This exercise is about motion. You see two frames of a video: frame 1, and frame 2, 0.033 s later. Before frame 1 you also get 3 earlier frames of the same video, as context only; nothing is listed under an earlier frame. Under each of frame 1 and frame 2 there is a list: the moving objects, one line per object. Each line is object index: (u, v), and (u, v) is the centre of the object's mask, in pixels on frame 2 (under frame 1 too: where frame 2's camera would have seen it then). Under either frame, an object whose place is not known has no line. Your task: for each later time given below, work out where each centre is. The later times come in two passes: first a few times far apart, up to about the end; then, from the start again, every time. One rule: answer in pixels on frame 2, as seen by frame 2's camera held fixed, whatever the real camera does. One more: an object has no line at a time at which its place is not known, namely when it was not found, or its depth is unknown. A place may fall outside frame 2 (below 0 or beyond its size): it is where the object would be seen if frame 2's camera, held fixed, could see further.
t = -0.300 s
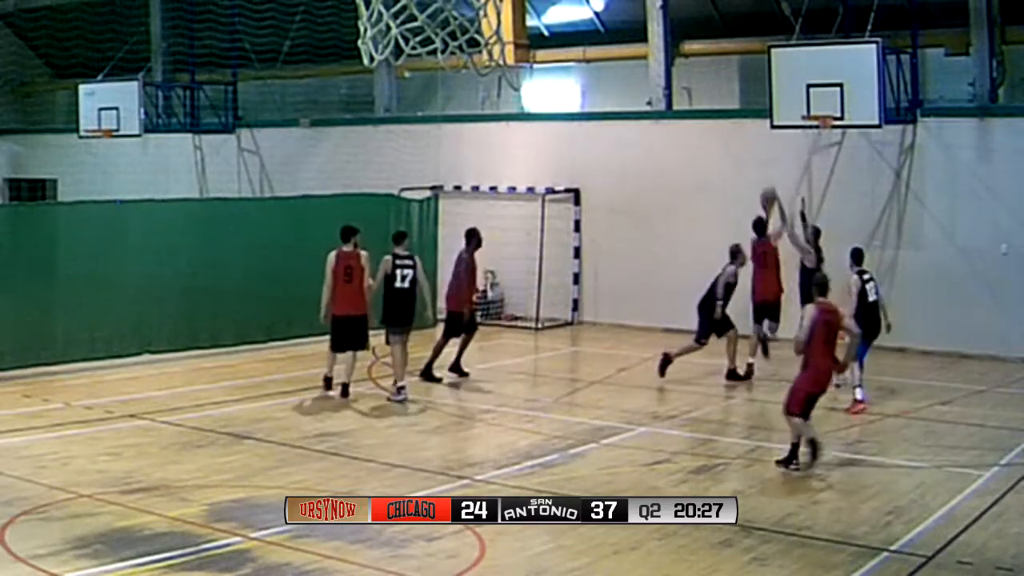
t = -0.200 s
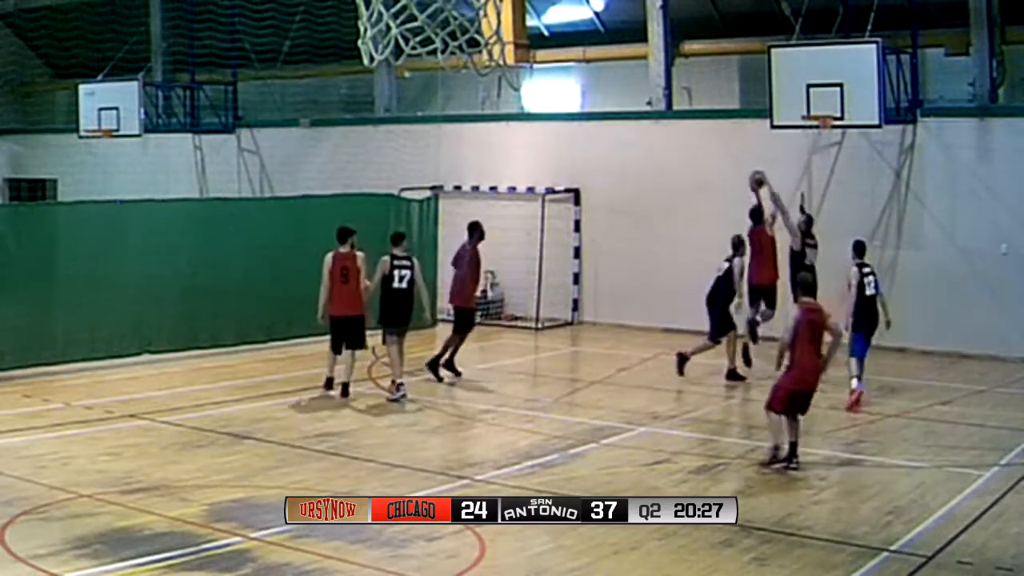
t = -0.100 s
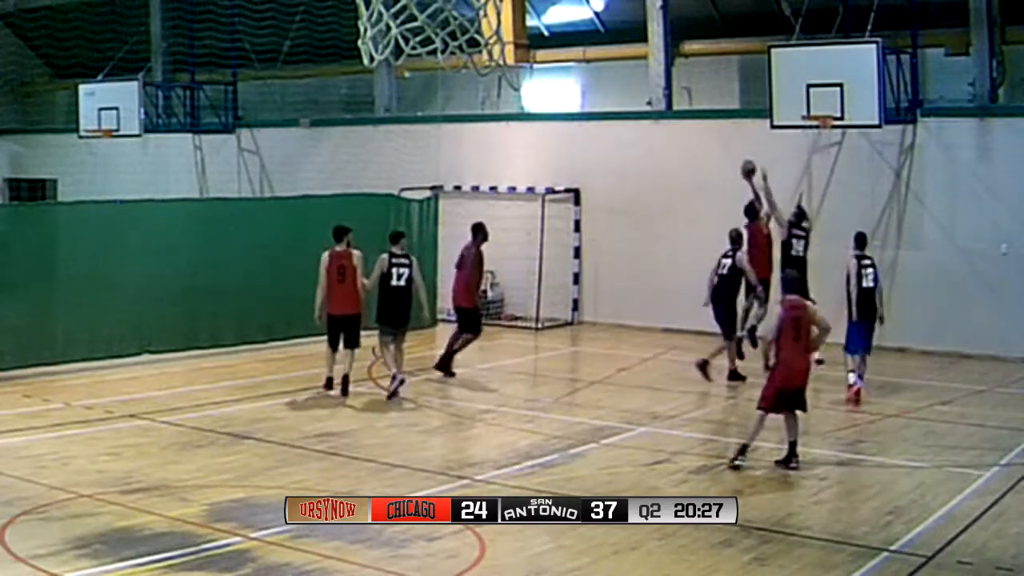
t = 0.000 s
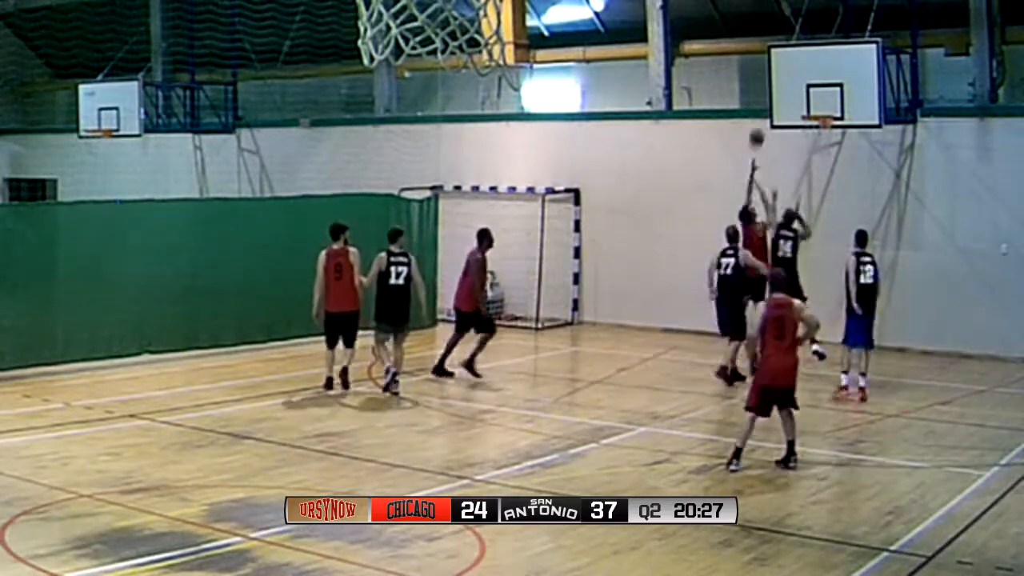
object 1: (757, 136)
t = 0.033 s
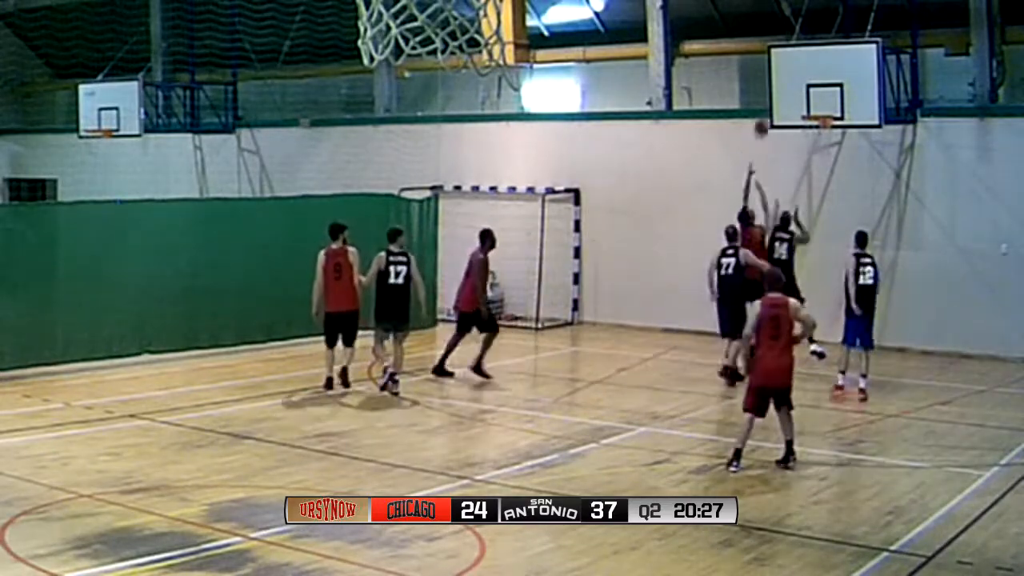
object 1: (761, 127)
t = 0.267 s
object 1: (797, 73)
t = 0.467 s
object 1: (810, 70)
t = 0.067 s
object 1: (766, 115)
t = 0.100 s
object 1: (773, 106)
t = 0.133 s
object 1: (776, 99)
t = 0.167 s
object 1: (782, 91)
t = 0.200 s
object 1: (787, 85)
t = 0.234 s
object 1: (792, 77)
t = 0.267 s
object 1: (797, 73)
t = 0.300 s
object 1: (802, 72)
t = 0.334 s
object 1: (804, 69)
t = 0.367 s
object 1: (805, 68)
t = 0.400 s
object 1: (807, 68)
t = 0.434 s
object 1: (808, 69)
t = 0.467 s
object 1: (810, 70)
